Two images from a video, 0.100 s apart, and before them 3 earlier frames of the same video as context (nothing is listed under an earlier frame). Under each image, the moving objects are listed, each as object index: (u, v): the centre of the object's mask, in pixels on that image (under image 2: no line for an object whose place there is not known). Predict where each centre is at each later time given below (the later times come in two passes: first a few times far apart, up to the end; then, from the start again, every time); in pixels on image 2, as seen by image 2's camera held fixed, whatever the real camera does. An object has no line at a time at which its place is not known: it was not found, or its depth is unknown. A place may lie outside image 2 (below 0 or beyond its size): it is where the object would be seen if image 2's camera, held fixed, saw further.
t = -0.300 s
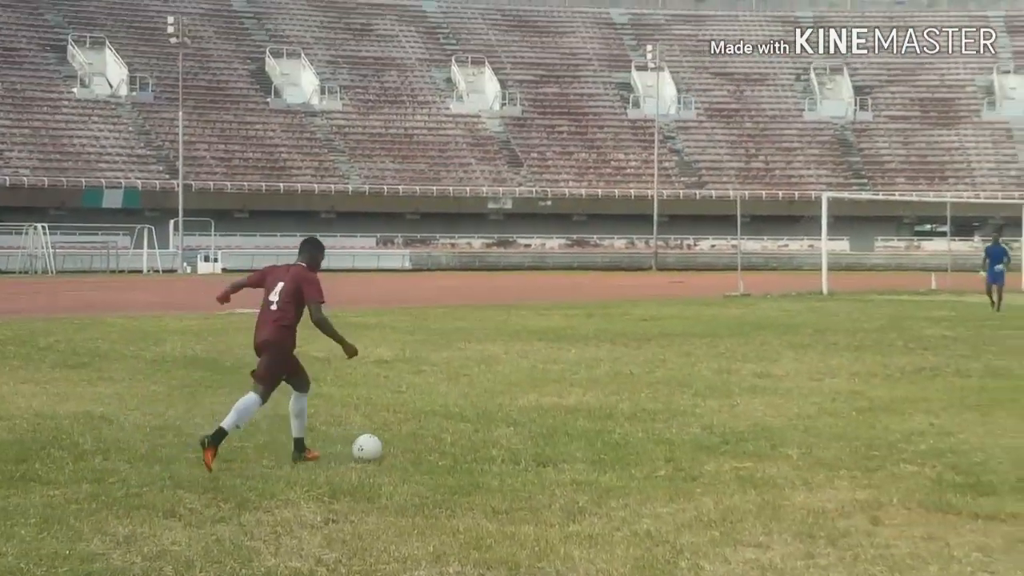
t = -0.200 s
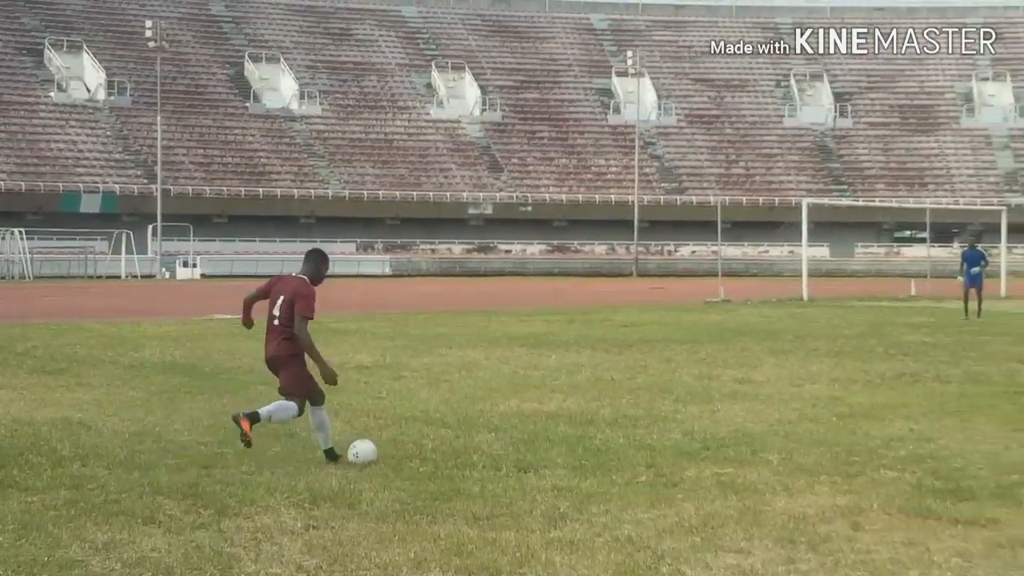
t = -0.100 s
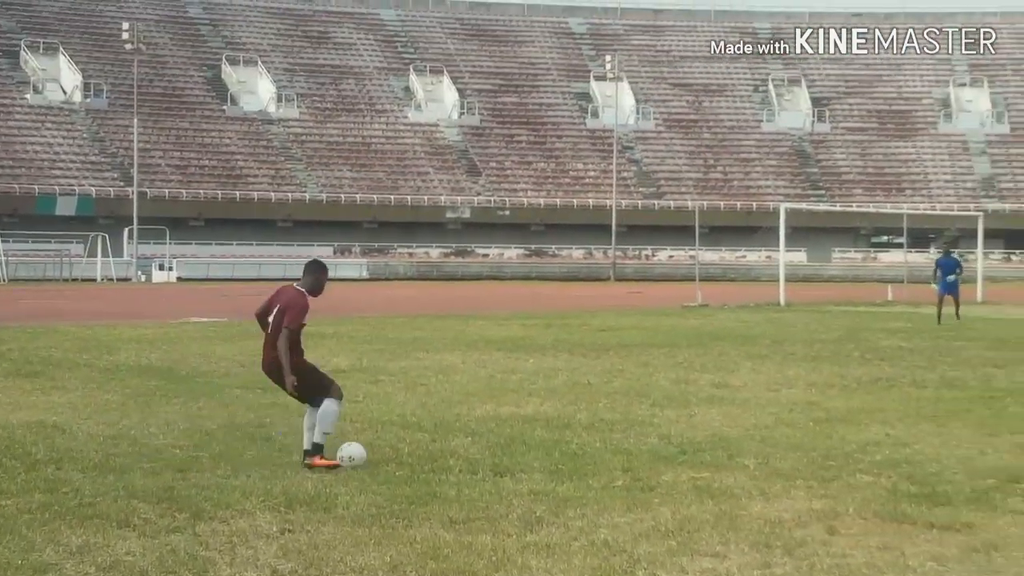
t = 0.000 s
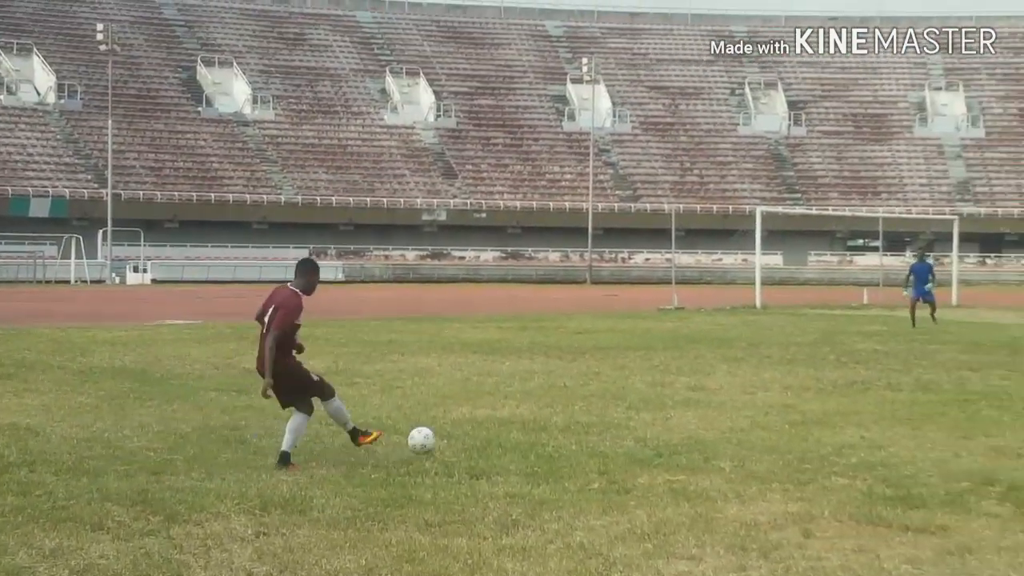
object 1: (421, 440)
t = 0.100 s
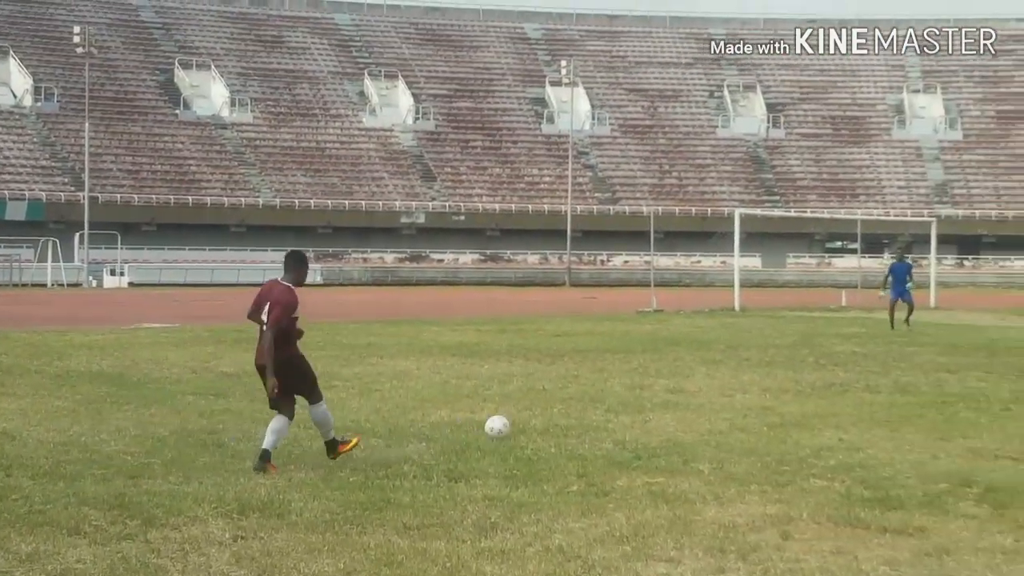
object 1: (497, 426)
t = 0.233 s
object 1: (594, 407)
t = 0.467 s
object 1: (710, 385)
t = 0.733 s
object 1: (791, 353)
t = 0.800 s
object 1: (808, 356)
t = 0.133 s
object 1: (524, 424)
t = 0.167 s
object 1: (550, 421)
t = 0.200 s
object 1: (573, 412)
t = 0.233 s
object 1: (594, 407)
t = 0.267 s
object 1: (613, 402)
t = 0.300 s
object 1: (632, 398)
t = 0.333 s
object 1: (650, 395)
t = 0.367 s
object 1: (667, 395)
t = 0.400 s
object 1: (683, 395)
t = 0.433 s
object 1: (698, 394)
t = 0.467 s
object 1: (710, 385)
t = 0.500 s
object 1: (722, 377)
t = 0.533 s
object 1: (733, 371)
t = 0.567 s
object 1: (743, 364)
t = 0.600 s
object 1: (754, 359)
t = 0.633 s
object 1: (763, 356)
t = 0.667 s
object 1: (773, 354)
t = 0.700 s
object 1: (782, 353)
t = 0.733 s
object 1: (791, 353)
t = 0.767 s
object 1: (800, 355)
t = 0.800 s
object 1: (808, 356)
